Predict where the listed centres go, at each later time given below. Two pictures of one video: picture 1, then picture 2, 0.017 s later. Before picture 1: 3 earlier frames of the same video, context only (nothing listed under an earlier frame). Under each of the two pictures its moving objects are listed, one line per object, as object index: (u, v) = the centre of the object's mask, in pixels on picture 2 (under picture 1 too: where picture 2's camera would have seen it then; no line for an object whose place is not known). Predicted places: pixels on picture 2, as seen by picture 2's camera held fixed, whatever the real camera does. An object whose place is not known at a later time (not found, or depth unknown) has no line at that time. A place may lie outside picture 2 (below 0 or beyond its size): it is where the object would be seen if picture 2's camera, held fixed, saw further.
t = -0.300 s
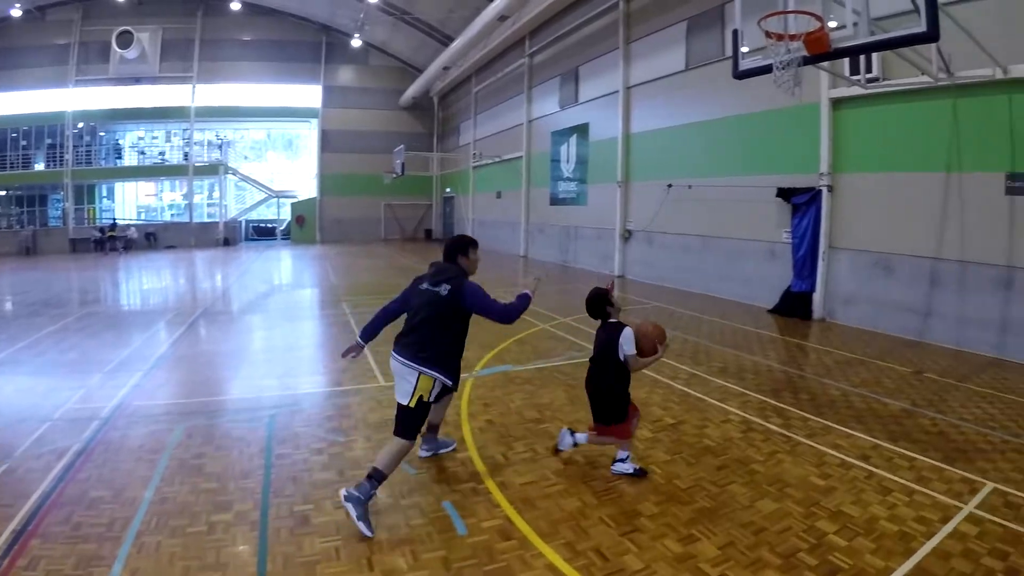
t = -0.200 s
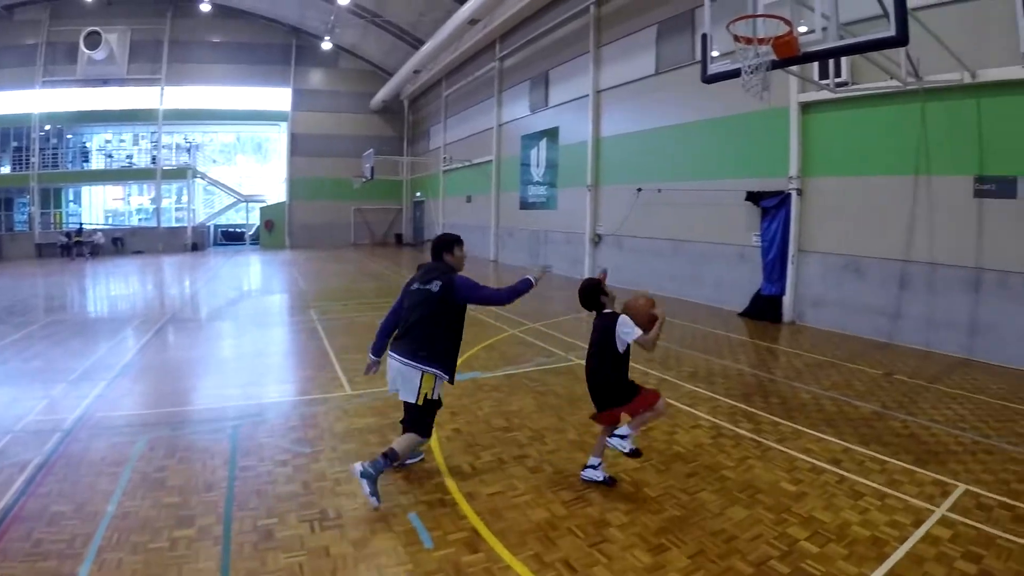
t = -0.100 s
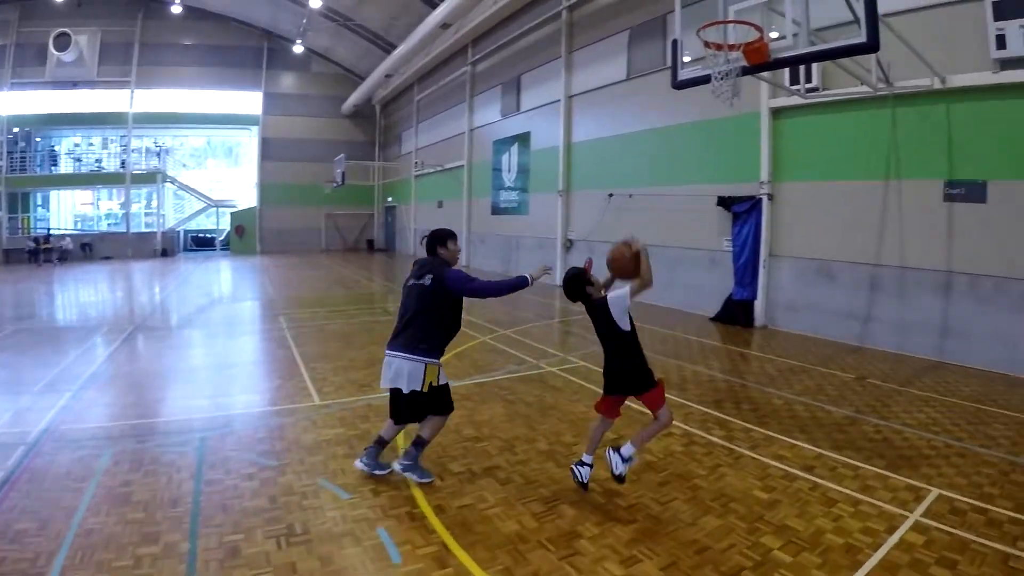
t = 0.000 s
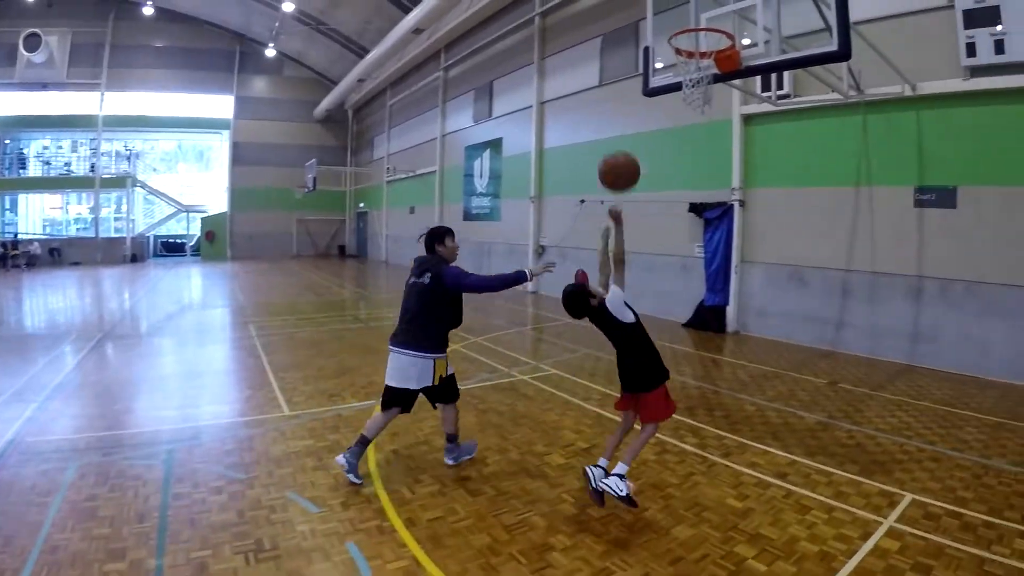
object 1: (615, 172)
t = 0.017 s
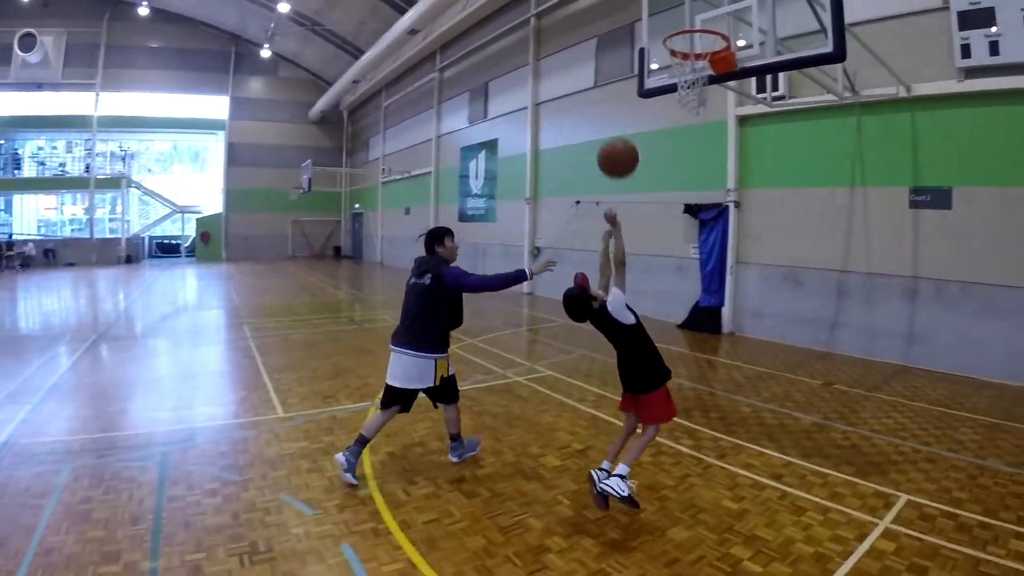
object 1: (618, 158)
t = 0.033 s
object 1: (621, 144)
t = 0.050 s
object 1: (623, 130)
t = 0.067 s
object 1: (626, 118)
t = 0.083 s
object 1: (628, 106)
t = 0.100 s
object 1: (631, 95)
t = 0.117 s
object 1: (633, 85)
